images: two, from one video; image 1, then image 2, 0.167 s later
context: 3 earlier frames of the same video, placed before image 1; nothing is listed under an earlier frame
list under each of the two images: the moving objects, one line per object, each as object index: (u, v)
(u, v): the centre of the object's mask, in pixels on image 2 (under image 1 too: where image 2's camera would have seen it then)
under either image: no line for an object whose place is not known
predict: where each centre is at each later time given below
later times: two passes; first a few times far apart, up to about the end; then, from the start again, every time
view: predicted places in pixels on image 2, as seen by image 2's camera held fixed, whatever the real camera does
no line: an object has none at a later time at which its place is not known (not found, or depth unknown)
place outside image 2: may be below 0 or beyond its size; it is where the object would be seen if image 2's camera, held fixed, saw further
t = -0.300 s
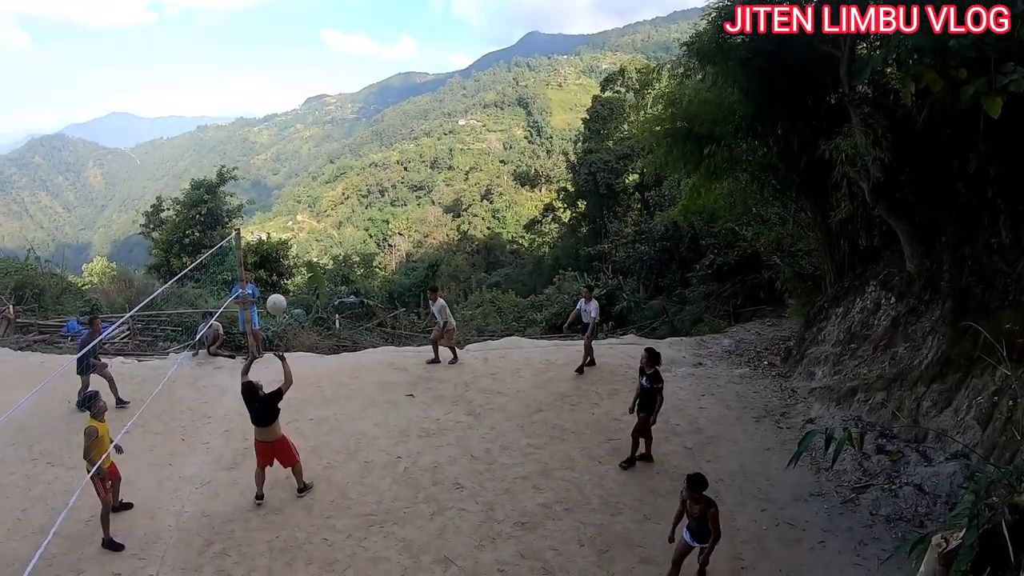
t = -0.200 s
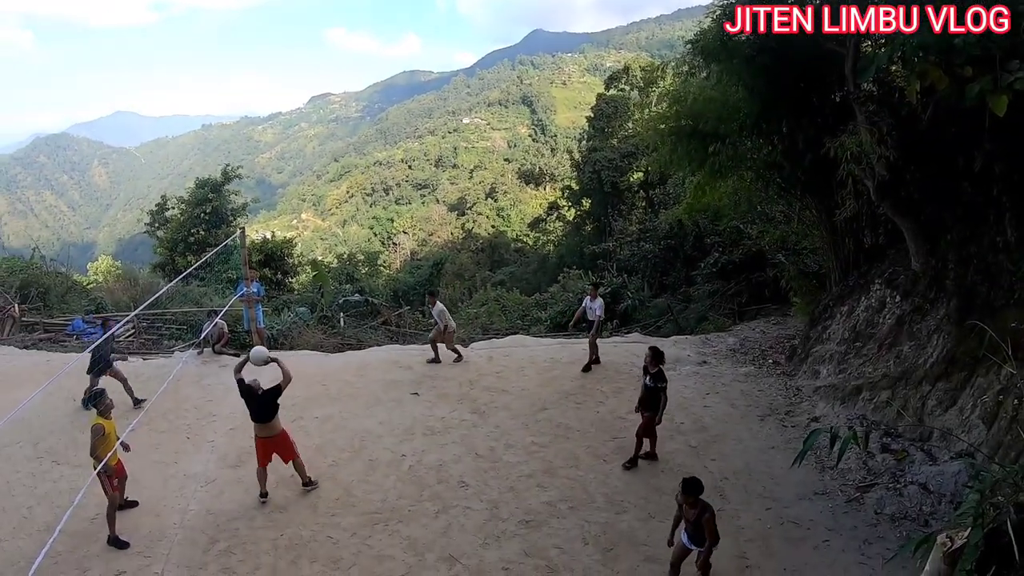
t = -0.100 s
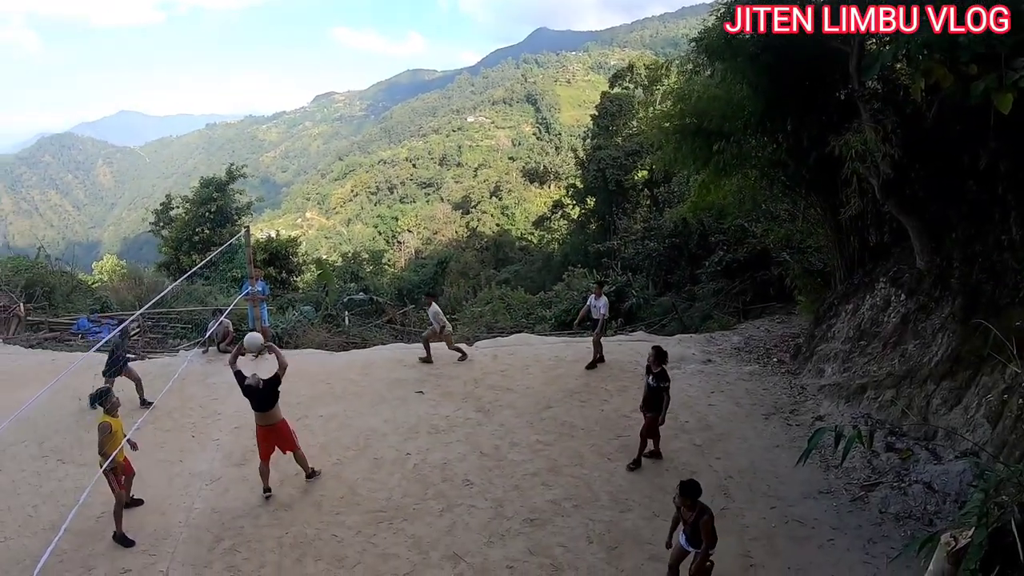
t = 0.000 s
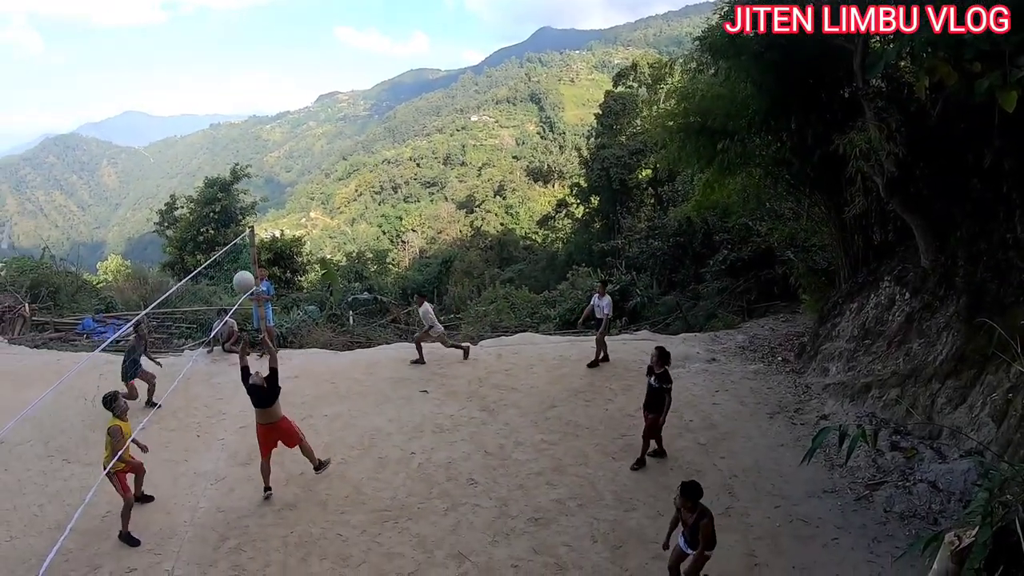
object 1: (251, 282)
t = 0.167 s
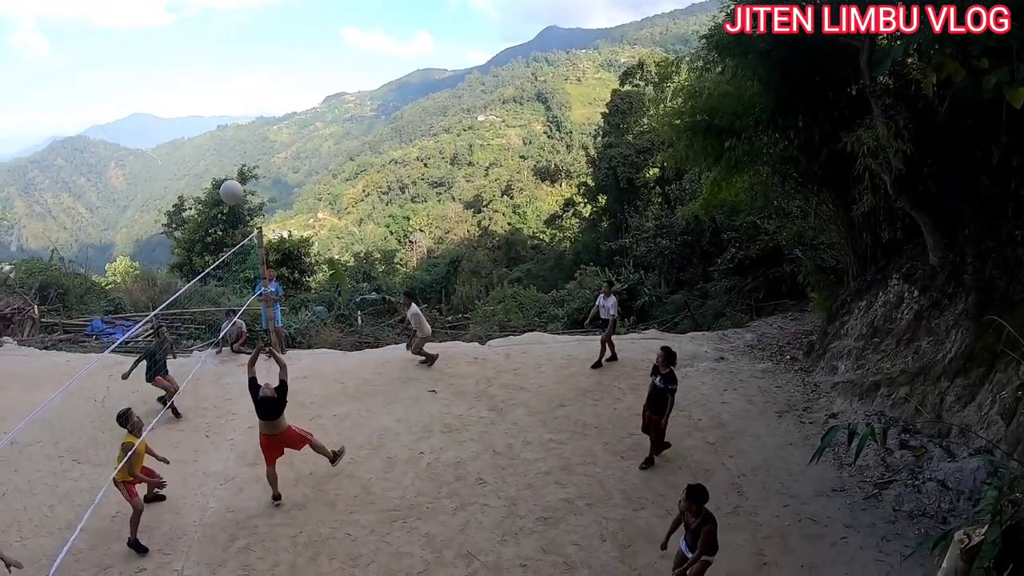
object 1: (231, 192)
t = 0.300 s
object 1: (217, 135)
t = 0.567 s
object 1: (191, 76)
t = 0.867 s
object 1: (160, 110)
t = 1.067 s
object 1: (143, 202)
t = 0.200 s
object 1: (227, 178)
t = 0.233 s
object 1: (223, 163)
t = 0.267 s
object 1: (221, 149)
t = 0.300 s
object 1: (217, 135)
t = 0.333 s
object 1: (214, 124)
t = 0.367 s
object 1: (211, 113)
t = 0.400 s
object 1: (207, 104)
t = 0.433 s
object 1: (204, 96)
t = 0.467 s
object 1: (201, 89)
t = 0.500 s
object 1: (198, 83)
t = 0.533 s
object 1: (194, 79)
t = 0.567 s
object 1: (191, 76)
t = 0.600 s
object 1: (187, 74)
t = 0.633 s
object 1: (184, 74)
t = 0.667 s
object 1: (181, 74)
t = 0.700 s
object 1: (177, 77)
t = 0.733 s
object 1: (173, 80)
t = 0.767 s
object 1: (170, 86)
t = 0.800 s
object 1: (167, 92)
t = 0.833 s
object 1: (163, 100)
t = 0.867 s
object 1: (160, 110)
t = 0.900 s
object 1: (156, 121)
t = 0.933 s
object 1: (153, 134)
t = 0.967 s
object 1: (151, 149)
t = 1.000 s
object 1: (147, 165)
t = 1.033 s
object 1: (145, 183)
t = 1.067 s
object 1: (143, 202)
